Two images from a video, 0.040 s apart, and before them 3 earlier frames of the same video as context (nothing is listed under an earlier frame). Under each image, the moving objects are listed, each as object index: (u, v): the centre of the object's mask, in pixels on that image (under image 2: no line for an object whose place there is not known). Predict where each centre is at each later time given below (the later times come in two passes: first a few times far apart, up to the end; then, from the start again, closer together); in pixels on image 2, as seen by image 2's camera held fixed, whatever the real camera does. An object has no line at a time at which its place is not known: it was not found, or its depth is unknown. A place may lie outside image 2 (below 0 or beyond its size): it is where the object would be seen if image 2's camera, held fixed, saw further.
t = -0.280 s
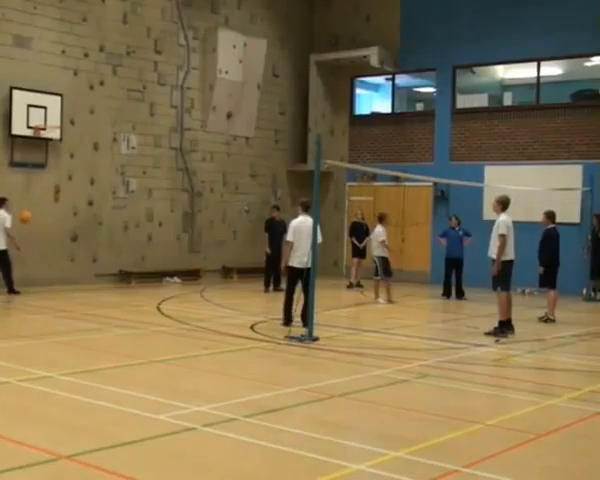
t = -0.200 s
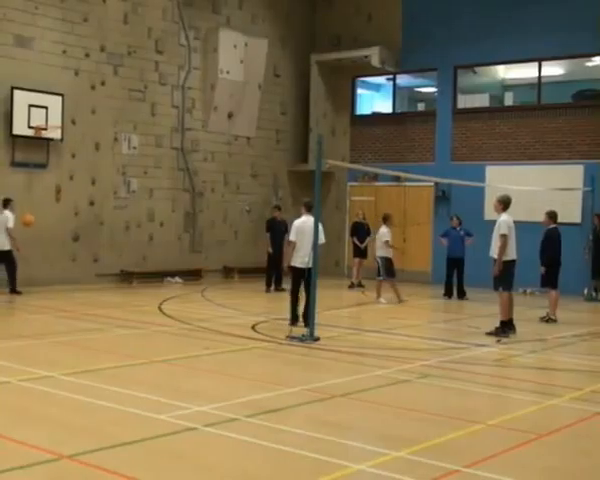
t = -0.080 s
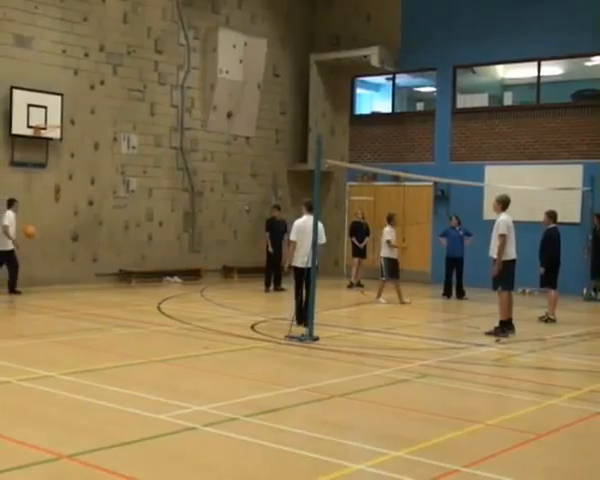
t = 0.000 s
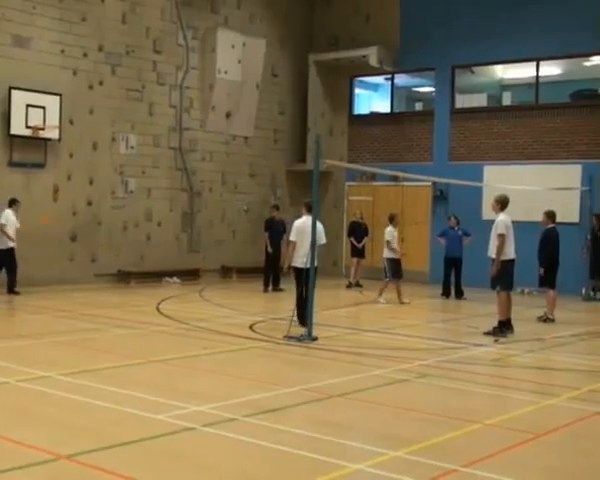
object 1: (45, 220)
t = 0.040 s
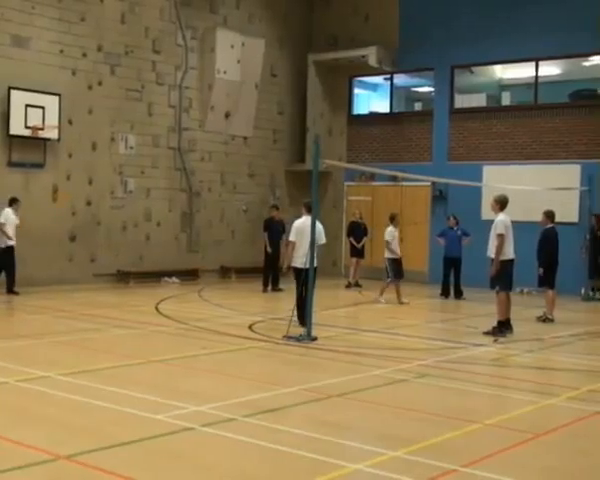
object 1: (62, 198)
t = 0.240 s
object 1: (156, 111)
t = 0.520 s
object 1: (299, 37)
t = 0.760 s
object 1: (432, 16)
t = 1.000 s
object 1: (575, 36)
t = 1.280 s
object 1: (752, 128)
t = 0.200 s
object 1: (138, 125)
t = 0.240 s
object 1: (156, 111)
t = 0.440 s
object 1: (257, 52)
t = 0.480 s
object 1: (277, 43)
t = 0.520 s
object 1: (299, 37)
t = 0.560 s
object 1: (321, 30)
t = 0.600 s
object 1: (342, 25)
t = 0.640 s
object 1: (364, 21)
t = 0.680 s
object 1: (387, 18)
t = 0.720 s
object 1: (409, 16)
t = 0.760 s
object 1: (432, 16)
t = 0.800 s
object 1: (455, 16)
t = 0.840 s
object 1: (478, 18)
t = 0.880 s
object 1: (502, 20)
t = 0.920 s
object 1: (526, 25)
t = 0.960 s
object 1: (551, 30)
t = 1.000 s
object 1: (575, 36)
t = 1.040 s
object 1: (600, 45)
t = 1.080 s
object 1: (625, 54)
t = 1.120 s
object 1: (648, 63)
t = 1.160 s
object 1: (677, 82)
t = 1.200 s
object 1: (700, 94)
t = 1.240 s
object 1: (728, 110)
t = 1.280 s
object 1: (752, 128)
